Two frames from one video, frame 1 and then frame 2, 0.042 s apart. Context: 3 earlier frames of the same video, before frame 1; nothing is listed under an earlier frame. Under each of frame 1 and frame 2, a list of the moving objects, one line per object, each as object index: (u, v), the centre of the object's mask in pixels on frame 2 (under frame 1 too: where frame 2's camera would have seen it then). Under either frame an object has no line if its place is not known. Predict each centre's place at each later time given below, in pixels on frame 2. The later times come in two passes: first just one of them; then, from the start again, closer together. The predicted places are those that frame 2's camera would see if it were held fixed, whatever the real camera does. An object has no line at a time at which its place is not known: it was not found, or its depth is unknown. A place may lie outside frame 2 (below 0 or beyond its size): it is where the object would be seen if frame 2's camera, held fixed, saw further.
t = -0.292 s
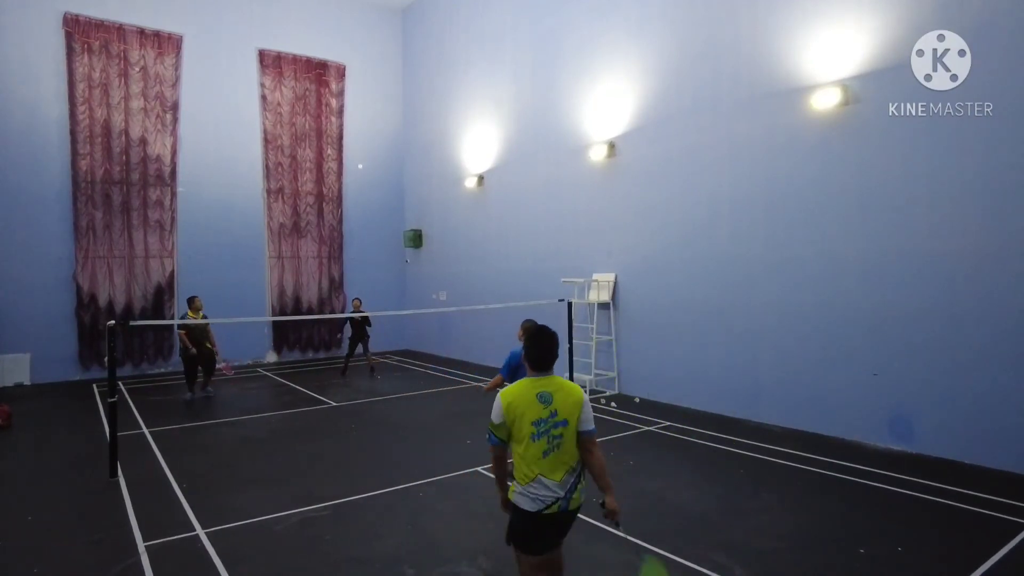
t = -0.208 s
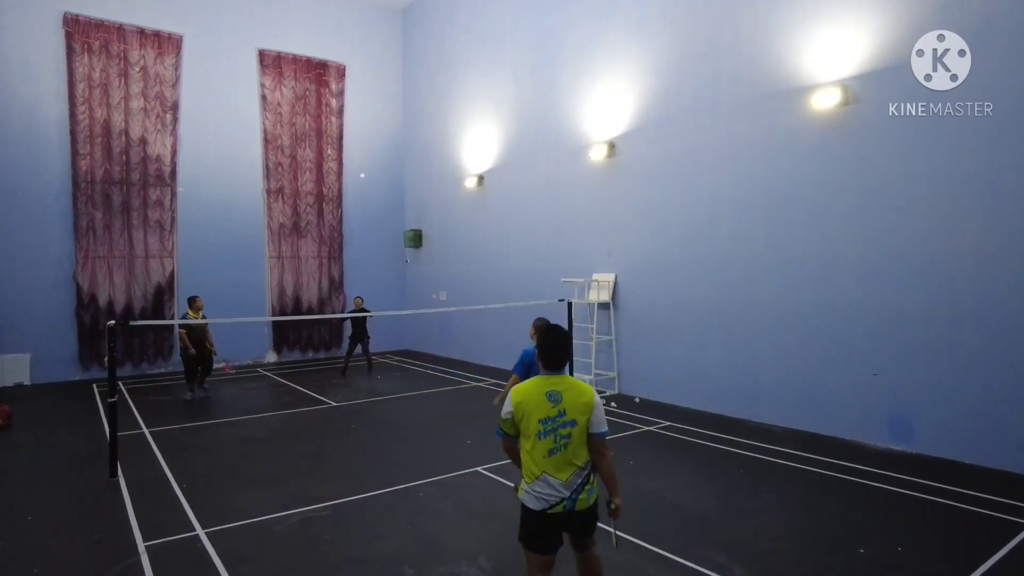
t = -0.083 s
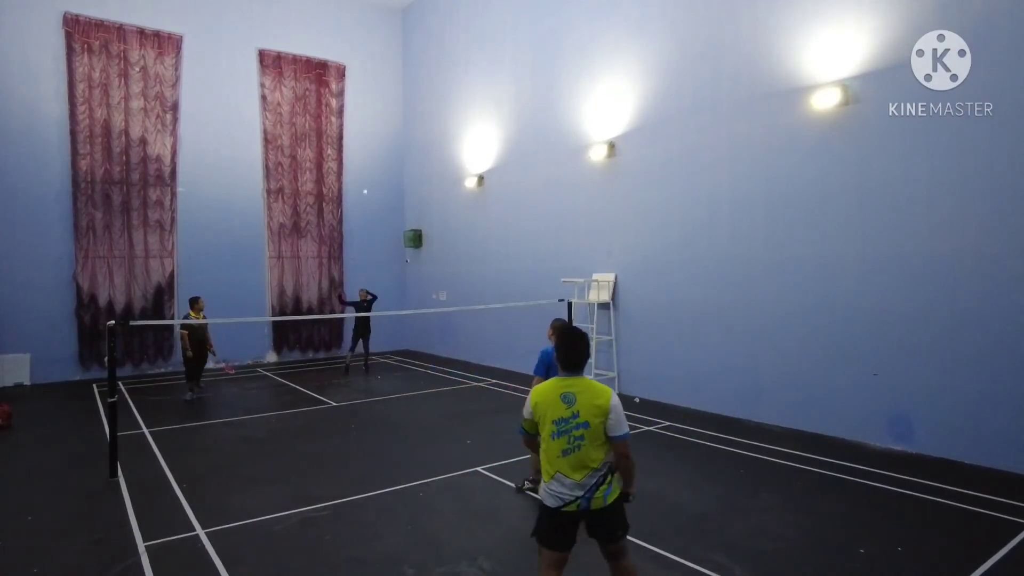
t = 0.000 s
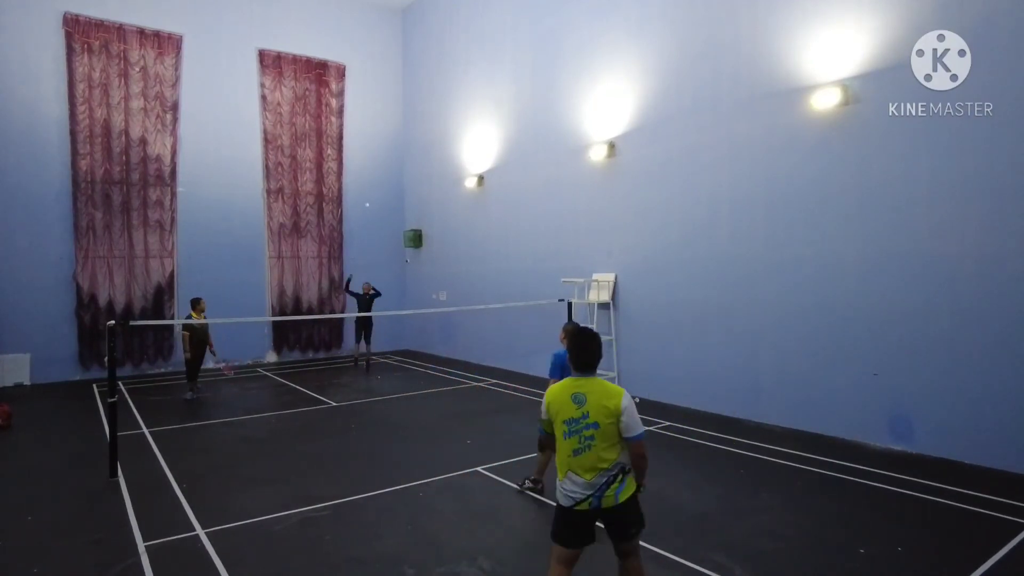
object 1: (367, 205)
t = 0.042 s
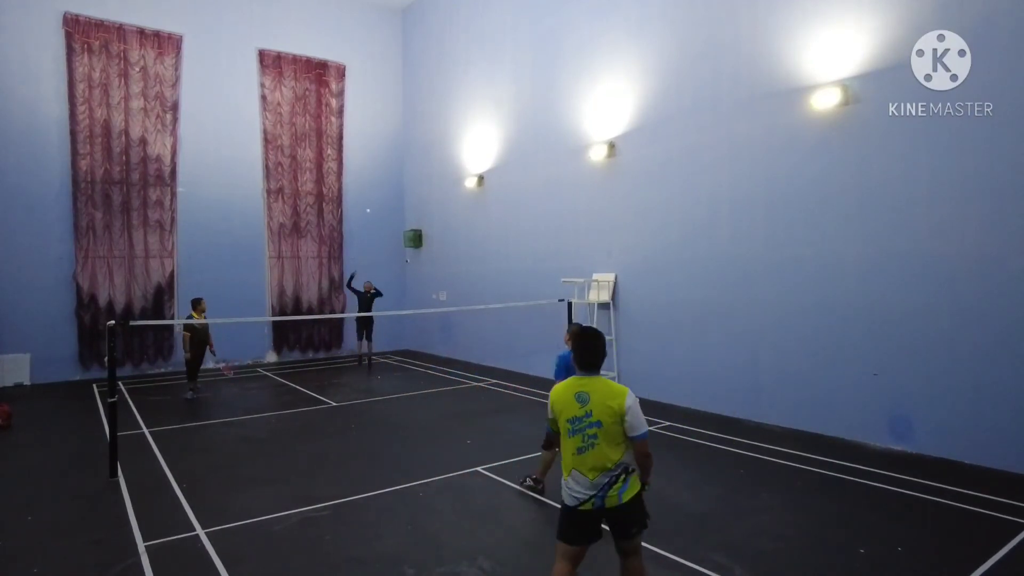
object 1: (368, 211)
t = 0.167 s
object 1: (371, 235)
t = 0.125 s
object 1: (370, 229)
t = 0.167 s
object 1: (371, 235)
